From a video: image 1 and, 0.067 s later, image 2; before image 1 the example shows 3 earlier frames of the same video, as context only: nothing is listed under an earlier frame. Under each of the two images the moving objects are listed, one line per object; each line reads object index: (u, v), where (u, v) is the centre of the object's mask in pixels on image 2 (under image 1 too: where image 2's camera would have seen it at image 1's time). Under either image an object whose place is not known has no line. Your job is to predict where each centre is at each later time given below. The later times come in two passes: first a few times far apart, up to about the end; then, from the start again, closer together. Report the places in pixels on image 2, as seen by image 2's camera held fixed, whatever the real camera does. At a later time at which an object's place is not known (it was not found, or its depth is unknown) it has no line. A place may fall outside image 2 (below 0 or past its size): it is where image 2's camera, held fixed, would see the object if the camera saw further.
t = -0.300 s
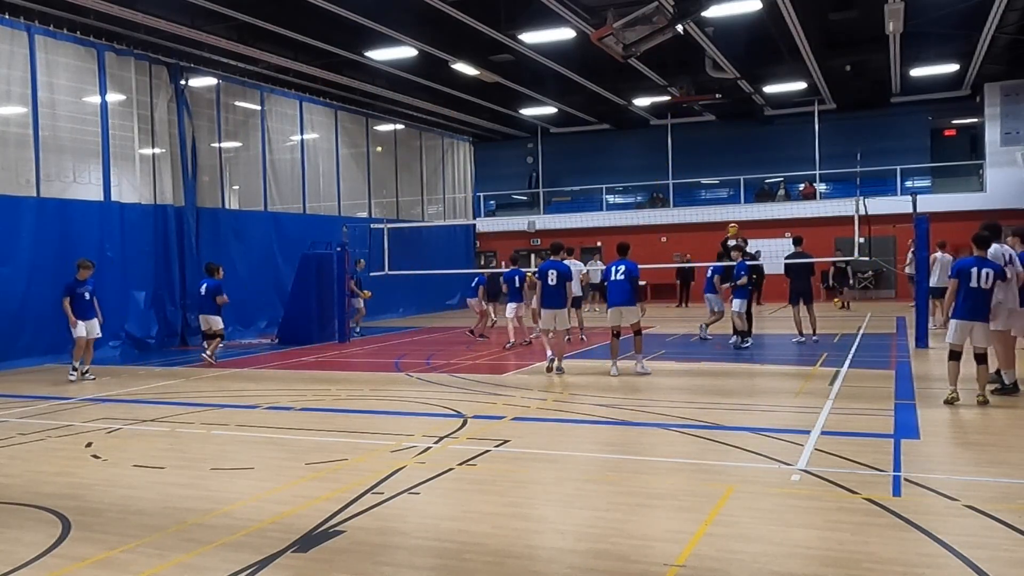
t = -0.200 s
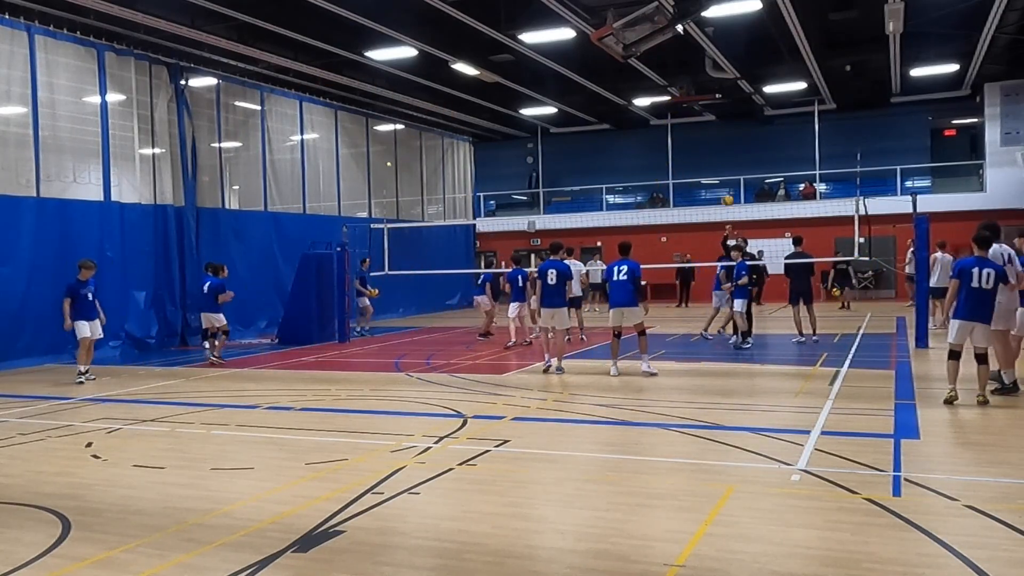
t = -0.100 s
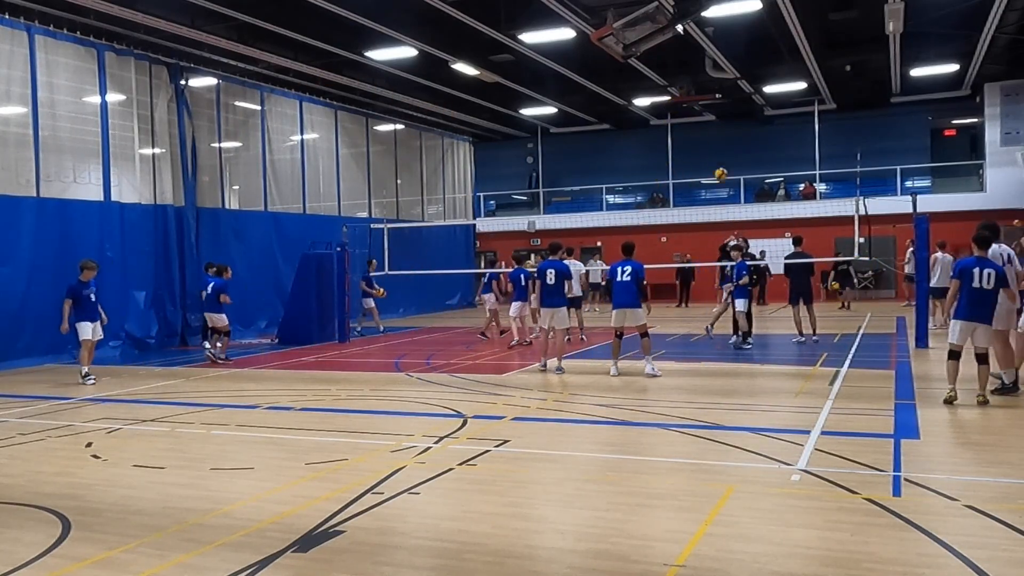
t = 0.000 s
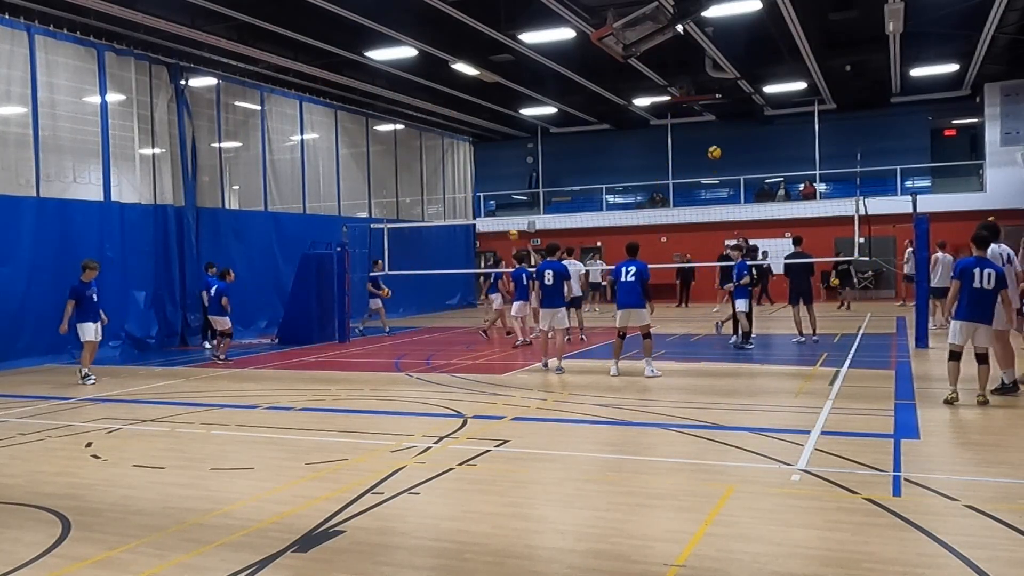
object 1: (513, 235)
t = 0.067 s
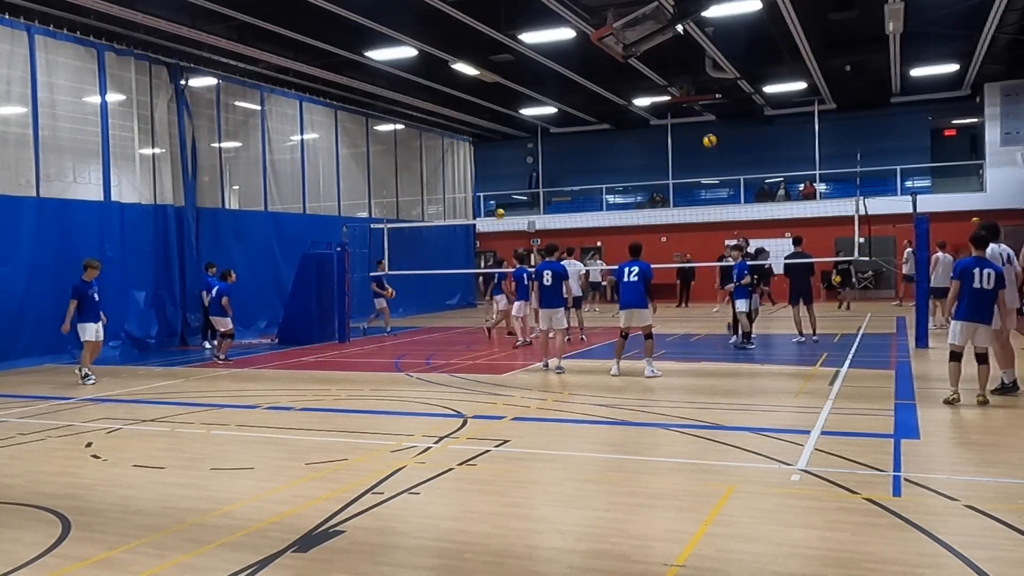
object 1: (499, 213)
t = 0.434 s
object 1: (428, 137)
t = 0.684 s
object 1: (380, 123)
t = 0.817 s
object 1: (355, 129)
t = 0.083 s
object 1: (497, 208)
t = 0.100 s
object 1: (493, 204)
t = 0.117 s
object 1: (490, 199)
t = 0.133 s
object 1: (487, 195)
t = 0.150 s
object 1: (484, 191)
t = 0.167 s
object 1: (481, 186)
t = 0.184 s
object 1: (478, 182)
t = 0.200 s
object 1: (475, 179)
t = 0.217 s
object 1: (471, 175)
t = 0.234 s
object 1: (468, 172)
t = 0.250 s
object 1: (465, 168)
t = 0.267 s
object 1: (463, 164)
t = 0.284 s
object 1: (459, 162)
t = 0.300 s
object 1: (455, 158)
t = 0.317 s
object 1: (451, 155)
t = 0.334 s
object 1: (448, 151)
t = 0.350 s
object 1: (445, 149)
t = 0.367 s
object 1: (442, 146)
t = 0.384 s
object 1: (438, 144)
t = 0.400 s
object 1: (435, 141)
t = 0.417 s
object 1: (432, 139)
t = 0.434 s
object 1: (428, 137)
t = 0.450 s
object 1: (425, 135)
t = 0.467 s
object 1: (422, 133)
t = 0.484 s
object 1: (419, 131)
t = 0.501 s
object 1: (416, 130)
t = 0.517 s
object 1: (412, 129)
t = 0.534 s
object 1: (410, 128)
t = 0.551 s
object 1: (407, 127)
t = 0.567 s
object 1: (404, 126)
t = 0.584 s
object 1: (400, 125)
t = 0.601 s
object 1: (397, 124)
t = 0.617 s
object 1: (394, 124)
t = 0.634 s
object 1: (390, 124)
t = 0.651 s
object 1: (387, 123)
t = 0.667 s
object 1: (384, 123)
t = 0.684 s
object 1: (380, 123)
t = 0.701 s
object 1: (377, 123)
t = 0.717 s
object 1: (374, 123)
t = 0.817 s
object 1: (355, 129)
